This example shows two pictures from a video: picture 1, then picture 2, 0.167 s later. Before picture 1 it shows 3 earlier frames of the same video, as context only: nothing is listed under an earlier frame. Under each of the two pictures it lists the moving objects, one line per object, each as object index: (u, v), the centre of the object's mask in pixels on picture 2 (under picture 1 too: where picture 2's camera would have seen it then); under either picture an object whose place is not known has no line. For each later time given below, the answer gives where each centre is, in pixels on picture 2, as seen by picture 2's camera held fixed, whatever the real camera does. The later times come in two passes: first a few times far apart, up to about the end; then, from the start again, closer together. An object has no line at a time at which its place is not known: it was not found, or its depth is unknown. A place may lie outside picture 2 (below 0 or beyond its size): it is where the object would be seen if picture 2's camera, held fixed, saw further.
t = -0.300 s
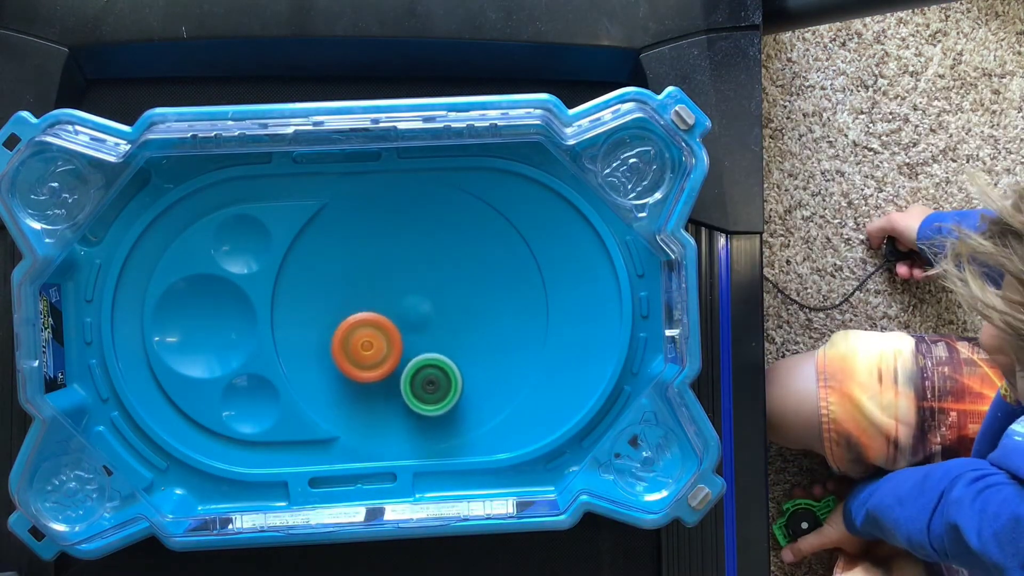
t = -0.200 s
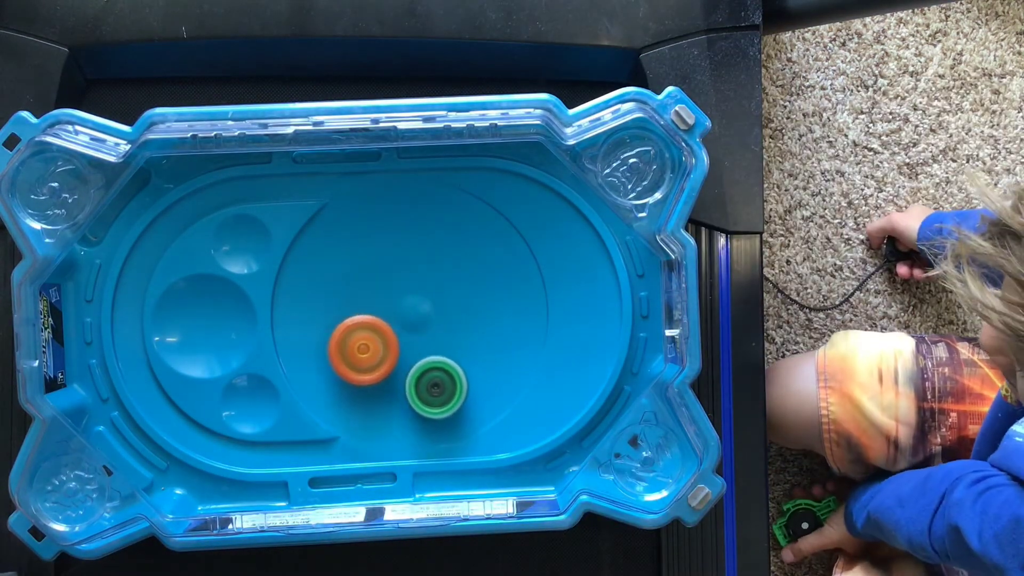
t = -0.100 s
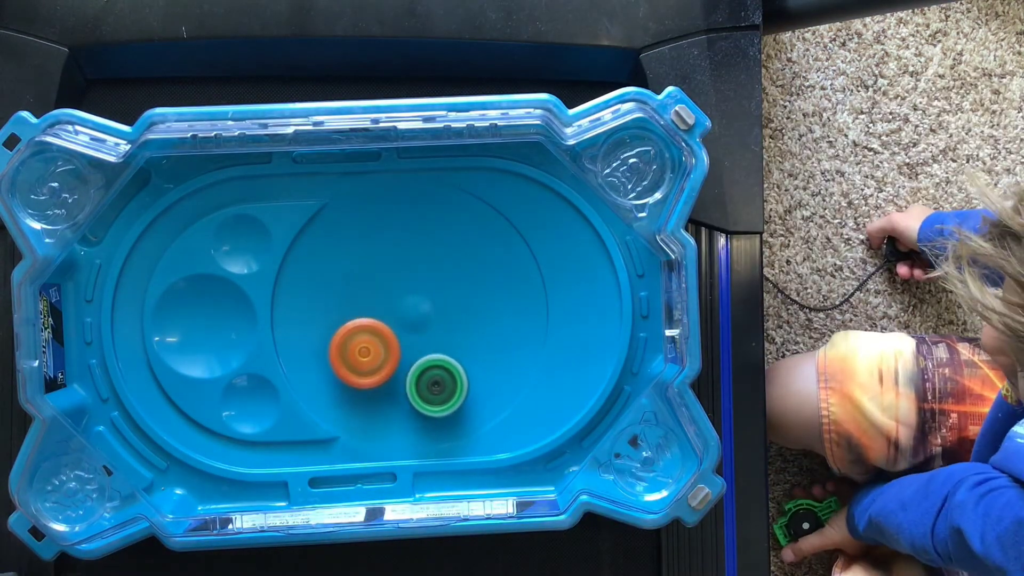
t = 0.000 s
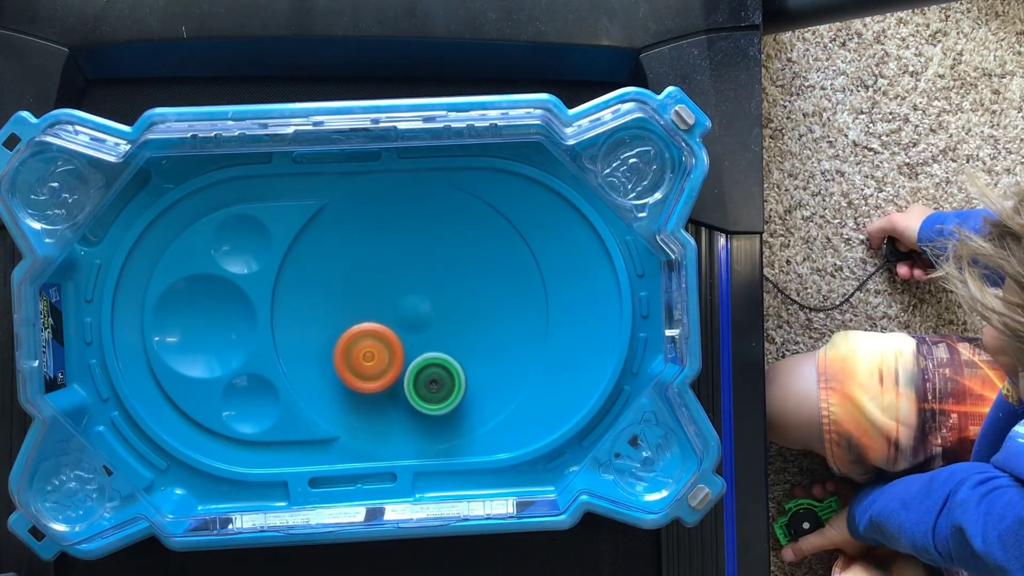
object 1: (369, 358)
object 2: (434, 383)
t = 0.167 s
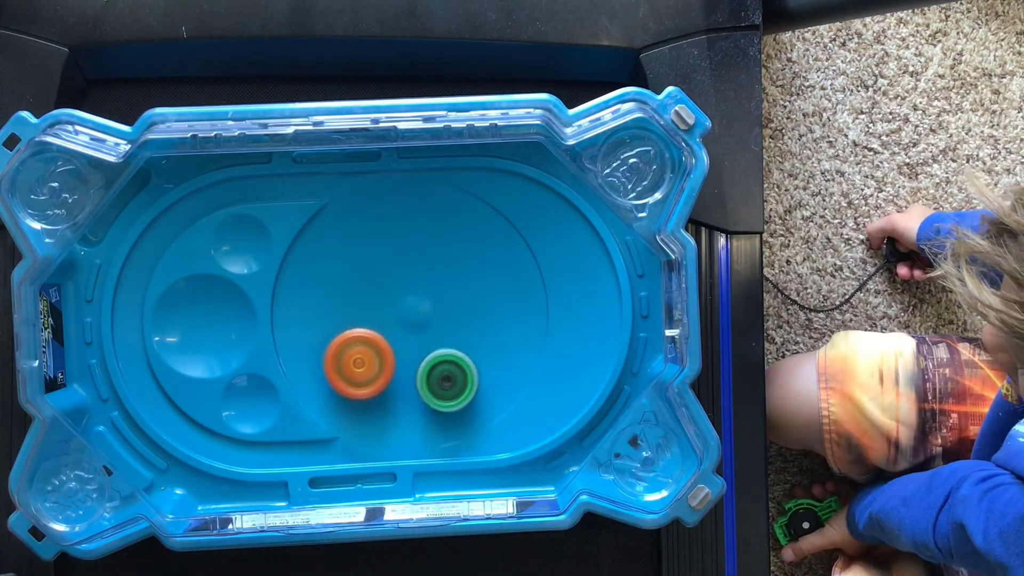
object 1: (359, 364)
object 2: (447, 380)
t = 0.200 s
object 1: (357, 365)
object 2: (450, 378)
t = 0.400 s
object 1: (372, 365)
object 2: (452, 372)
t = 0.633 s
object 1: (378, 360)
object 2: (456, 366)
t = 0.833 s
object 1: (381, 363)
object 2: (455, 364)
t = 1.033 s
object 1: (377, 367)
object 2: (459, 361)
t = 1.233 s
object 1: (381, 366)
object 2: (456, 358)
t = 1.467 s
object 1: (378, 365)
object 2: (458, 357)
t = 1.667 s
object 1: (378, 363)
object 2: (454, 360)
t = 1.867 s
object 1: (378, 363)
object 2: (453, 367)
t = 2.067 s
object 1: (372, 364)
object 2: (458, 373)
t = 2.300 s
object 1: (379, 362)
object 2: (449, 374)
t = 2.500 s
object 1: (376, 361)
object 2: (446, 378)
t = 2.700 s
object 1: (375, 361)
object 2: (445, 385)
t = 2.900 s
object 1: (377, 359)
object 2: (442, 389)
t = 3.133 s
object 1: (376, 358)
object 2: (445, 389)
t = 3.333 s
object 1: (378, 358)
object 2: (445, 384)
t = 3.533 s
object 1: (376, 355)
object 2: (447, 385)
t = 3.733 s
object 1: (380, 355)
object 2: (444, 384)
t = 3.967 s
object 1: (380, 355)
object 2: (447, 382)
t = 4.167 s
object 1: (379, 353)
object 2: (451, 380)
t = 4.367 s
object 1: (382, 355)
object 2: (449, 377)
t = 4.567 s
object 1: (381, 354)
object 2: (448, 379)
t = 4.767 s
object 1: (378, 355)
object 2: (451, 379)
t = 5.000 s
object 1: (381, 355)
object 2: (446, 379)
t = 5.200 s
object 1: (382, 355)
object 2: (447, 380)
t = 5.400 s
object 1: (382, 355)
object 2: (449, 382)
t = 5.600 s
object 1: (382, 354)
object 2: (447, 382)
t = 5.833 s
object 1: (376, 356)
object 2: (449, 381)
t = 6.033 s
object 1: (376, 354)
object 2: (442, 379)
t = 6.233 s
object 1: (375, 353)
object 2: (439, 380)
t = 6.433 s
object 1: (376, 353)
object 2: (440, 382)
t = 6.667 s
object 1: (376, 353)
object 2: (440, 385)
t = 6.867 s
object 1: (373, 354)
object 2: (439, 383)
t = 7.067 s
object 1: (373, 353)
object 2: (441, 380)
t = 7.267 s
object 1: (372, 351)
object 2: (440, 376)
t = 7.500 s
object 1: (371, 350)
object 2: (438, 372)
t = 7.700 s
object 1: (372, 350)
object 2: (439, 374)
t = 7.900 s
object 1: (371, 349)
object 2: (437, 378)
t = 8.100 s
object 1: (370, 350)
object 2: (434, 379)
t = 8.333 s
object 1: (371, 348)
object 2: (434, 383)
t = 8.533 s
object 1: (365, 344)
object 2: (437, 387)
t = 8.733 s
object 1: (368, 343)
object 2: (435, 389)
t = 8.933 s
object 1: (368, 341)
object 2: (424, 385)
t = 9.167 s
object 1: (368, 341)
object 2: (425, 393)
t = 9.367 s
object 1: (379, 338)
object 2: (421, 392)
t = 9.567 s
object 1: (378, 335)
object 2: (422, 394)
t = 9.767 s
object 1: (380, 336)
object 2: (421, 391)
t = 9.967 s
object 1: (374, 338)
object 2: (429, 396)
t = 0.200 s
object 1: (357, 365)
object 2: (450, 378)
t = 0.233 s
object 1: (358, 366)
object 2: (452, 376)
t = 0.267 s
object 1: (359, 366)
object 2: (452, 375)
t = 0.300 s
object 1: (362, 366)
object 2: (452, 374)
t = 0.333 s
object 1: (365, 366)
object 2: (452, 373)
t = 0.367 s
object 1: (369, 366)
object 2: (452, 372)
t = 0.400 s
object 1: (372, 365)
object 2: (452, 372)
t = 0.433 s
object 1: (376, 364)
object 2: (451, 371)
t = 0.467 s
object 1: (379, 363)
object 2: (450, 370)
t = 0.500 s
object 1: (381, 362)
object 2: (450, 369)
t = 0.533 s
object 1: (380, 361)
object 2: (453, 369)
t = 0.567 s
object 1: (379, 360)
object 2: (455, 369)
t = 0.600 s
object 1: (378, 360)
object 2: (456, 367)
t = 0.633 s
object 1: (378, 360)
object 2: (456, 366)
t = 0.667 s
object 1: (379, 360)
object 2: (455, 366)
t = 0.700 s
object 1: (380, 361)
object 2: (454, 365)
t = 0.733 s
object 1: (381, 362)
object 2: (454, 365)
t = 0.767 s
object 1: (382, 362)
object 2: (453, 364)
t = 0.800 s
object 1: (383, 363)
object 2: (453, 364)
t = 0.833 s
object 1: (381, 363)
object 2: (455, 364)
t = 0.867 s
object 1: (380, 364)
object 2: (456, 364)
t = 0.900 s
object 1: (380, 364)
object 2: (455, 363)
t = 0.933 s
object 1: (381, 365)
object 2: (455, 362)
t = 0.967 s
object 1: (382, 365)
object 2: (453, 362)
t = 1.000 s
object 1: (380, 366)
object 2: (456, 362)
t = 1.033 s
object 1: (377, 367)
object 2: (459, 361)
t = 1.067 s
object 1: (376, 367)
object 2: (460, 360)
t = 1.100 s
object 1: (376, 368)
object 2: (460, 359)
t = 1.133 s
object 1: (377, 367)
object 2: (459, 359)
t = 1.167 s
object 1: (378, 367)
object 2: (459, 359)
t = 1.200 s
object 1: (380, 367)
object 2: (458, 358)
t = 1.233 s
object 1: (381, 366)
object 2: (456, 358)
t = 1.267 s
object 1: (382, 365)
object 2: (454, 358)
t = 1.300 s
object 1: (383, 365)
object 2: (453, 358)
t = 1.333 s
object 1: (379, 364)
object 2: (456, 358)
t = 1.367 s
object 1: (377, 364)
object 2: (459, 358)
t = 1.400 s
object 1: (377, 365)
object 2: (459, 357)
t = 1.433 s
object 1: (377, 365)
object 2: (459, 357)
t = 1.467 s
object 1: (378, 365)
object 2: (458, 357)
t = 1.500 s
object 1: (380, 365)
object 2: (457, 357)
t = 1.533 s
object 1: (381, 365)
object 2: (455, 357)
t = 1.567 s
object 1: (382, 364)
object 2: (453, 358)
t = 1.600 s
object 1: (382, 364)
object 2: (452, 359)
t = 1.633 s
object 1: (380, 363)
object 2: (454, 360)
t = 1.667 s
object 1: (378, 363)
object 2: (454, 360)
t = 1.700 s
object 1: (378, 363)
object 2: (454, 361)
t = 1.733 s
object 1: (379, 363)
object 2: (453, 362)
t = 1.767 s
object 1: (380, 363)
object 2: (452, 363)
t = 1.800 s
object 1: (379, 363)
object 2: (452, 365)
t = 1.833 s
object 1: (378, 363)
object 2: (453, 366)
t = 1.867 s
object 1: (378, 363)
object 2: (453, 367)
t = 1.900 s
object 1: (378, 363)
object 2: (452, 368)
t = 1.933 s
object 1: (379, 364)
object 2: (451, 370)
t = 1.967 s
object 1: (379, 363)
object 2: (450, 371)
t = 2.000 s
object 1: (374, 363)
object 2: (455, 373)
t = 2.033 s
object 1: (372, 364)
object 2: (457, 373)
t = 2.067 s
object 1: (372, 364)
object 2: (458, 373)
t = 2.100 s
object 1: (372, 364)
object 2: (458, 373)
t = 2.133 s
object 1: (373, 364)
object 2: (457, 374)
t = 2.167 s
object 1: (374, 363)
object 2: (456, 374)
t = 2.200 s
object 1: (375, 363)
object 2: (455, 374)
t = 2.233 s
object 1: (377, 362)
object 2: (453, 374)
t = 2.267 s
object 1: (378, 362)
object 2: (451, 374)
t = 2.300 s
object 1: (379, 362)
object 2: (449, 374)
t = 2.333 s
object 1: (379, 361)
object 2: (448, 375)
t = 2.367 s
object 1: (378, 361)
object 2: (447, 376)
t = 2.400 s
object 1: (378, 361)
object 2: (447, 376)
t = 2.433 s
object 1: (377, 361)
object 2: (446, 377)
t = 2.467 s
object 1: (376, 361)
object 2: (446, 378)
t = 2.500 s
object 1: (376, 361)
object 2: (446, 378)
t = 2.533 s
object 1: (375, 361)
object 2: (446, 379)
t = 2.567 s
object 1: (375, 361)
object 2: (446, 380)
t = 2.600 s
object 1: (375, 361)
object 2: (445, 380)
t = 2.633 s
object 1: (376, 361)
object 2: (444, 381)
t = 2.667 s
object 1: (376, 361)
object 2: (443, 383)
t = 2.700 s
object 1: (375, 361)
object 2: (445, 385)
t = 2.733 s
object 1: (374, 361)
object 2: (446, 386)
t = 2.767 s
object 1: (374, 361)
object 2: (445, 386)
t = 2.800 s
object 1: (375, 361)
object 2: (444, 386)
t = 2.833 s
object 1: (376, 360)
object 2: (443, 387)
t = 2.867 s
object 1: (377, 360)
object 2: (442, 387)
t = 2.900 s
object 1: (377, 359)
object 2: (442, 389)
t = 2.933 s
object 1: (375, 359)
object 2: (445, 389)
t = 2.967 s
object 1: (375, 359)
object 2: (445, 389)
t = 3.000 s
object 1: (375, 359)
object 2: (445, 389)
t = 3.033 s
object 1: (376, 359)
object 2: (444, 388)
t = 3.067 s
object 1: (377, 359)
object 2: (443, 388)
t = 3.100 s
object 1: (378, 359)
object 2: (442, 388)
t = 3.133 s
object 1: (376, 358)
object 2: (445, 389)
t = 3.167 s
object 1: (374, 358)
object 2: (447, 389)
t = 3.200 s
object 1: (373, 358)
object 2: (448, 388)
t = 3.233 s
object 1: (374, 358)
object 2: (448, 387)
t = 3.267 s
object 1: (375, 358)
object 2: (447, 386)
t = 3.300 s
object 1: (376, 358)
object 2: (446, 385)
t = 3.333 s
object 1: (378, 358)
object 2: (445, 384)
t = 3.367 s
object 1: (378, 357)
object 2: (444, 383)
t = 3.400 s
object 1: (376, 355)
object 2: (446, 385)
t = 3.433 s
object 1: (375, 354)
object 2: (447, 386)
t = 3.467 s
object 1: (375, 354)
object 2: (448, 386)
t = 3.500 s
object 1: (375, 354)
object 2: (448, 385)
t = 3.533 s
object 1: (376, 355)
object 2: (447, 385)
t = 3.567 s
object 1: (378, 355)
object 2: (446, 385)
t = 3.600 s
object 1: (380, 355)
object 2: (445, 385)
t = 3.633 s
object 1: (381, 355)
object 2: (444, 385)
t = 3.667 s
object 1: (380, 355)
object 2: (445, 386)
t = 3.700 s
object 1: (380, 355)
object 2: (445, 385)
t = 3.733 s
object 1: (380, 355)
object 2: (444, 384)
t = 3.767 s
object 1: (380, 354)
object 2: (444, 384)
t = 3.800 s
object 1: (380, 354)
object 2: (445, 384)
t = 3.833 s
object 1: (380, 354)
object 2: (445, 383)
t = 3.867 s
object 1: (380, 355)
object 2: (445, 383)
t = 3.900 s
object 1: (380, 355)
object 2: (446, 383)
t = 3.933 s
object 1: (380, 355)
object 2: (447, 383)
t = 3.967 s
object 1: (380, 355)
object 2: (447, 382)
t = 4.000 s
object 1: (380, 355)
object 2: (447, 381)
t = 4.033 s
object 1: (381, 355)
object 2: (447, 381)
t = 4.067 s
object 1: (381, 355)
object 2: (447, 381)
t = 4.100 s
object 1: (381, 355)
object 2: (447, 380)
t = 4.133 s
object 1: (381, 354)
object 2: (448, 380)
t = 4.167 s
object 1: (379, 353)
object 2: (451, 380)
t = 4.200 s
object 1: (378, 353)
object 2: (452, 379)
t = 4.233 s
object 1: (379, 354)
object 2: (452, 379)
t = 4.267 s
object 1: (379, 355)
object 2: (452, 378)
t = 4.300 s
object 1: (380, 355)
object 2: (452, 378)
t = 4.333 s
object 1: (381, 355)
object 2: (451, 377)
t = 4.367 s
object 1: (382, 355)
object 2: (449, 377)
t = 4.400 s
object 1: (382, 355)
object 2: (449, 377)
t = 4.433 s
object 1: (381, 354)
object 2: (450, 378)
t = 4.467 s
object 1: (381, 354)
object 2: (450, 378)
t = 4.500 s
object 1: (381, 354)
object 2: (449, 378)
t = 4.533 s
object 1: (381, 354)
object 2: (448, 378)
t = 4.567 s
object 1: (381, 354)
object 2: (448, 379)
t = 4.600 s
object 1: (381, 354)
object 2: (448, 379)
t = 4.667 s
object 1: (378, 354)
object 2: (450, 380)
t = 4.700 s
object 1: (377, 355)
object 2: (451, 380)
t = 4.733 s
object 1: (378, 355)
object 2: (451, 379)
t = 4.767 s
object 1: (378, 355)
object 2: (451, 379)
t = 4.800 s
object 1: (379, 355)
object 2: (450, 379)
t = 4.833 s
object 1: (381, 355)
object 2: (448, 379)
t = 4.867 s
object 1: (381, 355)
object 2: (447, 379)
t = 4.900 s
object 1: (382, 355)
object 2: (446, 379)
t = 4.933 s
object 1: (381, 354)
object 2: (447, 380)
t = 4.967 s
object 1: (381, 354)
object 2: (447, 379)
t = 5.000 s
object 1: (381, 355)
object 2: (446, 379)
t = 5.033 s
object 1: (381, 355)
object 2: (446, 379)
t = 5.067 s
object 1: (381, 355)
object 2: (447, 379)
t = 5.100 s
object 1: (381, 355)
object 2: (447, 380)
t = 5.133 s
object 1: (381, 355)
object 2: (447, 380)
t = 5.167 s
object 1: (382, 355)
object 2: (447, 380)
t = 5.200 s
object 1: (382, 355)
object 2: (447, 380)
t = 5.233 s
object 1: (382, 355)
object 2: (448, 380)
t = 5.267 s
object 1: (382, 355)
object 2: (448, 381)
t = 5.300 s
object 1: (382, 355)
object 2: (449, 381)
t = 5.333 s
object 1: (383, 355)
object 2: (449, 381)
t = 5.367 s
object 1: (383, 355)
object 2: (449, 381)
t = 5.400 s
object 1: (382, 355)
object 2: (449, 382)
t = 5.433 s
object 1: (382, 354)
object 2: (449, 382)
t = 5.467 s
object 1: (383, 355)
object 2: (449, 381)
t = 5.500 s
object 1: (383, 355)
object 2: (448, 381)
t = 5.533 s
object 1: (383, 355)
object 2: (448, 381)
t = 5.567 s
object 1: (383, 355)
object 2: (448, 382)
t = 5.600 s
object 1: (382, 354)
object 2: (447, 382)
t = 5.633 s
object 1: (381, 354)
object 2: (447, 382)
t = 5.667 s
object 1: (376, 354)
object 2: (451, 383)
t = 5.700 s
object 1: (374, 354)
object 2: (453, 382)
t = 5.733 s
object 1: (373, 355)
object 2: (452, 382)
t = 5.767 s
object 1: (373, 356)
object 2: (452, 381)
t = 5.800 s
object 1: (375, 356)
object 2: (450, 381)
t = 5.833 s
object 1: (376, 356)
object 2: (449, 381)
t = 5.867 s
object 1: (376, 356)
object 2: (447, 380)
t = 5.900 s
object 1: (377, 355)
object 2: (445, 379)
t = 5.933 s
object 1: (378, 355)
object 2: (443, 378)
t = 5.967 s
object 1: (377, 354)
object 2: (442, 379)
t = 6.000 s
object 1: (376, 354)
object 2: (442, 379)
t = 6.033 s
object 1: (376, 354)
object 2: (442, 379)
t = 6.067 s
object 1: (376, 354)
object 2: (440, 379)
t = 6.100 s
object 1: (376, 354)
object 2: (440, 379)
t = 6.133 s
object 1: (376, 354)
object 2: (440, 379)
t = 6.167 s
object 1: (376, 353)
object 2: (440, 379)
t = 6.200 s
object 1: (375, 353)
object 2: (439, 380)
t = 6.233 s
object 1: (375, 353)
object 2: (439, 380)
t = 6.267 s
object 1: (376, 353)
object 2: (439, 380)
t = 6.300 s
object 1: (375, 353)
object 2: (439, 381)
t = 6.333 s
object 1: (375, 353)
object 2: (440, 381)
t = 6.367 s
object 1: (376, 353)
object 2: (440, 382)
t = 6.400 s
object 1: (376, 353)
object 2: (440, 382)
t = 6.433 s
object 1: (376, 353)
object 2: (440, 382)
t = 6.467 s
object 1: (376, 353)
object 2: (440, 383)
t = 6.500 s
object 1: (376, 353)
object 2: (440, 383)
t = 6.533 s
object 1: (376, 353)
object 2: (440, 384)
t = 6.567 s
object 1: (375, 354)
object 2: (441, 384)
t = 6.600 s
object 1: (376, 354)
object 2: (442, 384)
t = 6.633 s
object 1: (377, 353)
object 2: (441, 384)
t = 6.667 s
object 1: (376, 353)
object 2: (440, 385)
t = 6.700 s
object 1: (376, 353)
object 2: (439, 385)
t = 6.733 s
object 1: (375, 353)
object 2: (440, 385)
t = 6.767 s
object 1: (375, 354)
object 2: (440, 385)
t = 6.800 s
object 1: (375, 353)
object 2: (439, 384)
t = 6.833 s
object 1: (374, 353)
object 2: (438, 384)
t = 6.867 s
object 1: (373, 354)
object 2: (439, 383)
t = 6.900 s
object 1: (373, 355)
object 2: (438, 382)
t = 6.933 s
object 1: (372, 354)
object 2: (439, 382)
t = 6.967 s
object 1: (371, 354)
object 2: (441, 382)
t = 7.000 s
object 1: (372, 354)
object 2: (442, 381)
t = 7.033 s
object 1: (373, 354)
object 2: (442, 380)
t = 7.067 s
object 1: (373, 353)
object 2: (441, 380)
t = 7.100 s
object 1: (373, 353)
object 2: (441, 379)
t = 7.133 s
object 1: (373, 353)
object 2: (440, 378)
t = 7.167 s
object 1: (374, 352)
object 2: (439, 377)
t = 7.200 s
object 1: (374, 352)
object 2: (438, 377)
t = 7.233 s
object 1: (373, 352)
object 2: (439, 377)
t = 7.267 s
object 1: (372, 351)
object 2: (440, 376)
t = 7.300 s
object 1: (372, 352)
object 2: (439, 375)
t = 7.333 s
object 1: (373, 351)
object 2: (438, 374)
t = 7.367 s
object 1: (372, 351)
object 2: (438, 374)
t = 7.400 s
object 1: (370, 350)
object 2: (439, 374)
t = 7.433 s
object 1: (370, 351)
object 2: (438, 373)
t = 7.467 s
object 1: (371, 351)
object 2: (438, 372)
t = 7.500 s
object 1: (371, 350)
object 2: (438, 372)
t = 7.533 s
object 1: (371, 350)
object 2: (438, 373)
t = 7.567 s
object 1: (370, 350)
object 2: (438, 373)
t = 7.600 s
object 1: (371, 351)
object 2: (439, 373)
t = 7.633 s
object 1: (371, 350)
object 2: (439, 373)
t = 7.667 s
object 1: (371, 350)
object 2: (439, 374)
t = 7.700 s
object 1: (372, 350)
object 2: (439, 374)
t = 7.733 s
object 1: (372, 350)
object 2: (438, 374)
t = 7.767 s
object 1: (371, 350)
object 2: (438, 375)
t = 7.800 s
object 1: (369, 349)
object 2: (439, 377)
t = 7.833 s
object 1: (369, 350)
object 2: (439, 377)
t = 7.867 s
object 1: (370, 350)
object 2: (439, 377)
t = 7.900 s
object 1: (371, 349)
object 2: (437, 378)
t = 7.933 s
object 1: (371, 349)
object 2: (436, 378)
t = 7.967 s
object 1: (371, 349)
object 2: (434, 378)
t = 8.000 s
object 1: (370, 349)
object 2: (434, 379)
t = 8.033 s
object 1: (369, 350)
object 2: (434, 379)
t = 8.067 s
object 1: (369, 350)
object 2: (435, 379)
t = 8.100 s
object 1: (370, 350)
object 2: (434, 379)
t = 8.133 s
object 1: (370, 350)
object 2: (434, 380)
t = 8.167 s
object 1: (370, 349)
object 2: (433, 380)
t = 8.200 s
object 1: (371, 349)
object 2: (433, 381)
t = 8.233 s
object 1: (370, 349)
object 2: (434, 382)
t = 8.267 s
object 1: (370, 349)
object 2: (434, 382)
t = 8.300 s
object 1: (370, 349)
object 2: (435, 383)
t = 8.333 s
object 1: (371, 348)
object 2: (434, 383)
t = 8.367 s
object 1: (372, 348)
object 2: (434, 383)
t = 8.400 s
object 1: (372, 348)
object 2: (433, 382)
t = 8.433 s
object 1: (372, 347)
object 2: (432, 382)
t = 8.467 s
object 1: (372, 347)
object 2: (432, 383)
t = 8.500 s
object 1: (368, 345)
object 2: (435, 386)
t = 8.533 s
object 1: (365, 344)
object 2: (437, 387)
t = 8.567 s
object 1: (366, 345)
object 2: (438, 387)
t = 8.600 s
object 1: (367, 345)
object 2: (438, 388)
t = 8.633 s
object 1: (367, 344)
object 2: (437, 388)
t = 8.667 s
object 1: (367, 344)
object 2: (436, 389)
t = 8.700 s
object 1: (368, 343)
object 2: (436, 389)
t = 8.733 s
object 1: (368, 343)
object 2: (435, 389)
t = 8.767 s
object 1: (368, 343)
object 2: (433, 389)
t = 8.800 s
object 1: (369, 342)
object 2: (431, 388)
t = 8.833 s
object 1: (369, 342)
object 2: (430, 387)
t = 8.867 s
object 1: (369, 342)
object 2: (427, 387)
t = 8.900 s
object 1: (370, 342)
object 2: (425, 385)
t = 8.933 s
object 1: (368, 341)
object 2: (424, 385)
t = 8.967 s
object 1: (363, 337)
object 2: (426, 390)
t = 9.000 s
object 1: (361, 335)
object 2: (427, 393)
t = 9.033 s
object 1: (360, 336)
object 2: (427, 393)
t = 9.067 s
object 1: (361, 338)
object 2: (427, 393)
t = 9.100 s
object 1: (363, 339)
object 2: (427, 393)
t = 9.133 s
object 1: (366, 340)
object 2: (426, 393)
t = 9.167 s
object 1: (368, 341)
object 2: (425, 393)
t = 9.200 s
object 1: (372, 342)
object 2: (424, 392)
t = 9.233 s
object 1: (374, 342)
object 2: (423, 392)
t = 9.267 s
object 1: (377, 342)
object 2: (422, 392)
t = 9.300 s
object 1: (378, 340)
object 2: (422, 392)
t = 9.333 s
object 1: (378, 339)
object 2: (421, 392)
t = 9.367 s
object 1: (379, 338)
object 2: (421, 392)
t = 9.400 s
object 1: (379, 337)
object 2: (420, 392)
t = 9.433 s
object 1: (379, 336)
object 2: (421, 392)
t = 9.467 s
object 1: (380, 336)
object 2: (421, 393)
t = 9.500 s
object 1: (380, 336)
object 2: (421, 392)
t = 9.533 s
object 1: (380, 335)
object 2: (421, 393)
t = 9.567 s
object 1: (378, 335)
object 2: (422, 394)
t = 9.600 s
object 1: (378, 335)
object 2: (422, 393)
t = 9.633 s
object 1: (378, 335)
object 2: (422, 393)
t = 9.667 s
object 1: (379, 336)
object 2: (422, 393)
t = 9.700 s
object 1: (380, 336)
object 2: (422, 392)
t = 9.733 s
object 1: (380, 336)
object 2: (421, 391)
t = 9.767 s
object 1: (380, 336)
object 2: (421, 391)
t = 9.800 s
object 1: (378, 335)
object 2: (421, 392)
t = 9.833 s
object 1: (376, 336)
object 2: (423, 392)
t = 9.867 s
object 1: (375, 337)
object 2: (423, 391)
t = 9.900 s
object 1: (376, 339)
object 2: (423, 391)
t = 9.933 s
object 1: (377, 339)
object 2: (425, 392)
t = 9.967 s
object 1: (374, 338)
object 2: (429, 396)
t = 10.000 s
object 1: (374, 339)
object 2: (434, 399)
